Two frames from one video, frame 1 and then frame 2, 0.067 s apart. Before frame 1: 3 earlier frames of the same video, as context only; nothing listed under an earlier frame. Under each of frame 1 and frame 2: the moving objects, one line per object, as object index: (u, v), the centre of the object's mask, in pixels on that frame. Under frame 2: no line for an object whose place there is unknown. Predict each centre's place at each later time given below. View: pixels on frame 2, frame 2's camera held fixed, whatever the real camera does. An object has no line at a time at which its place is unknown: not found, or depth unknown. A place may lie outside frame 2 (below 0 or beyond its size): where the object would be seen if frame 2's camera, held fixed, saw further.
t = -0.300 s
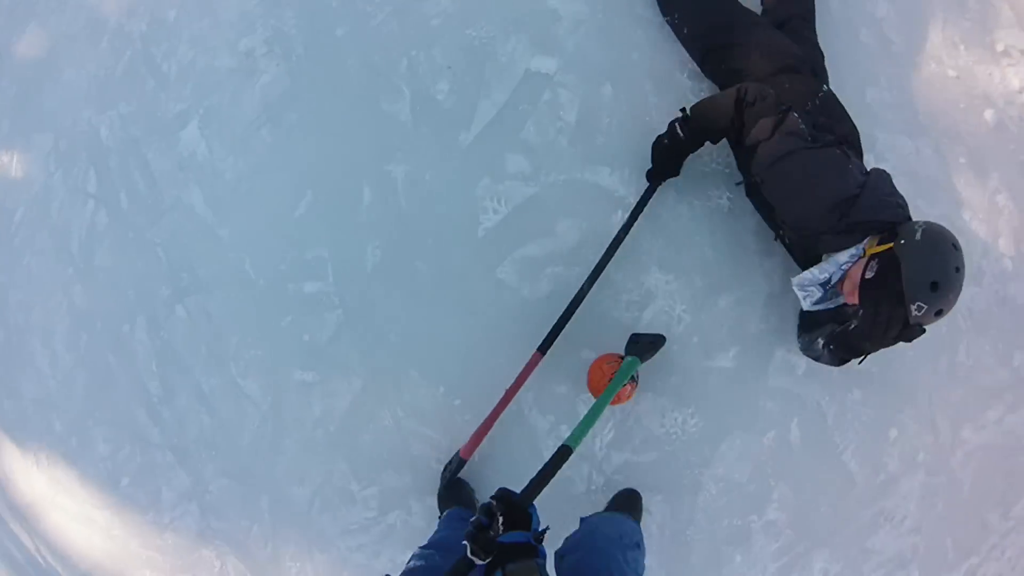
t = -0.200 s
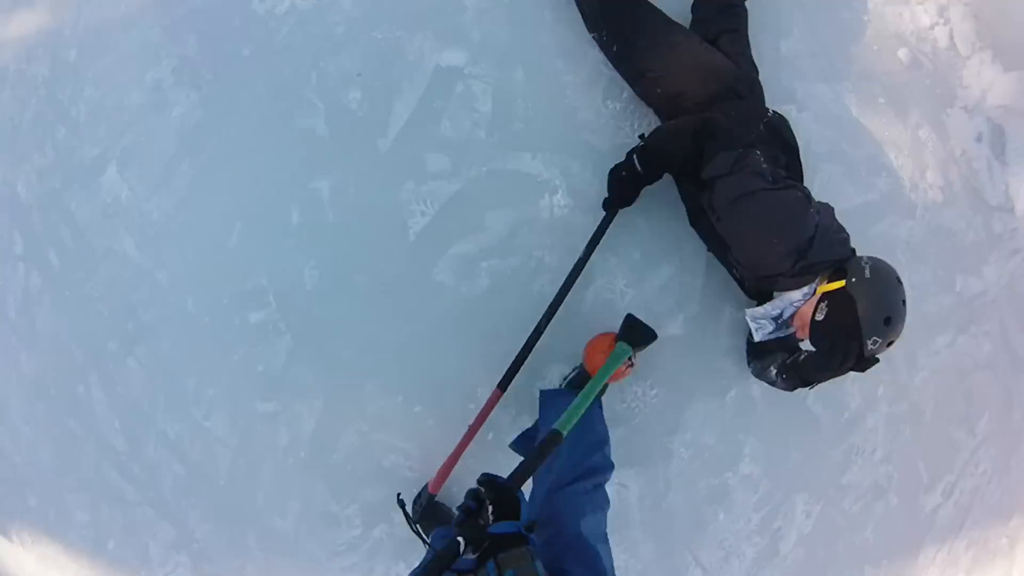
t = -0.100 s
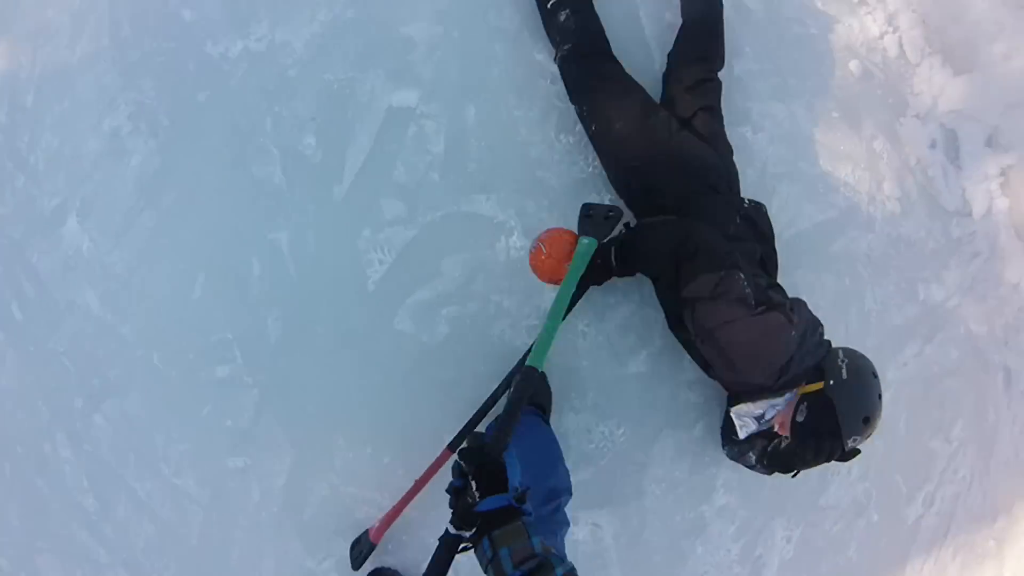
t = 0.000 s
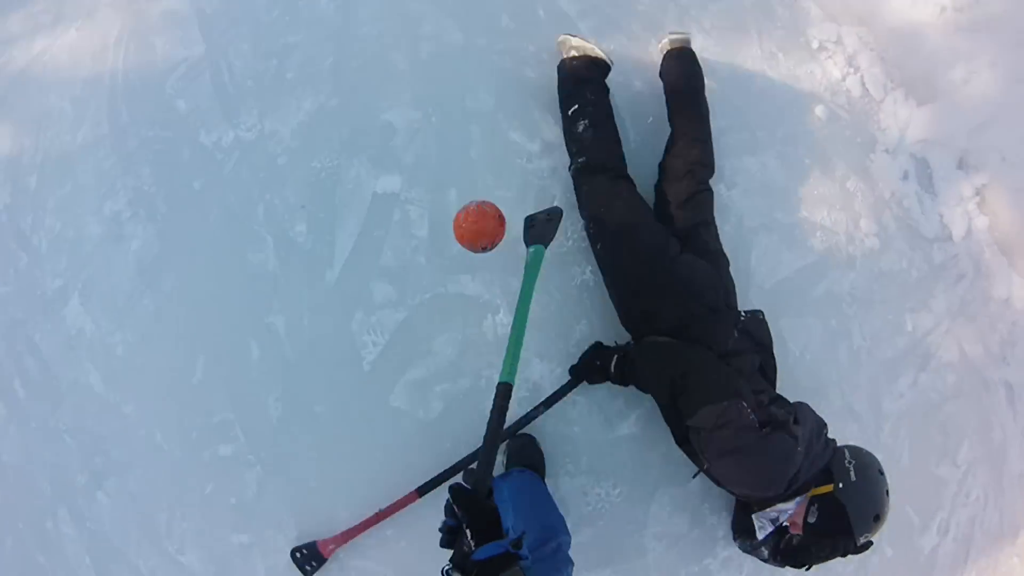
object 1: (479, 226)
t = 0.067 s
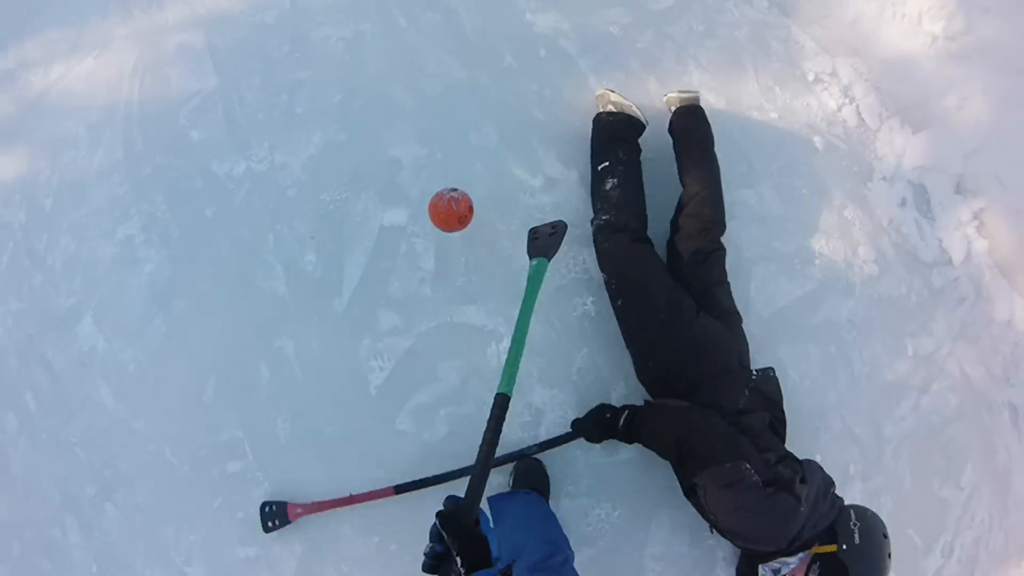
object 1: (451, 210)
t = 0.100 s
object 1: (439, 191)
